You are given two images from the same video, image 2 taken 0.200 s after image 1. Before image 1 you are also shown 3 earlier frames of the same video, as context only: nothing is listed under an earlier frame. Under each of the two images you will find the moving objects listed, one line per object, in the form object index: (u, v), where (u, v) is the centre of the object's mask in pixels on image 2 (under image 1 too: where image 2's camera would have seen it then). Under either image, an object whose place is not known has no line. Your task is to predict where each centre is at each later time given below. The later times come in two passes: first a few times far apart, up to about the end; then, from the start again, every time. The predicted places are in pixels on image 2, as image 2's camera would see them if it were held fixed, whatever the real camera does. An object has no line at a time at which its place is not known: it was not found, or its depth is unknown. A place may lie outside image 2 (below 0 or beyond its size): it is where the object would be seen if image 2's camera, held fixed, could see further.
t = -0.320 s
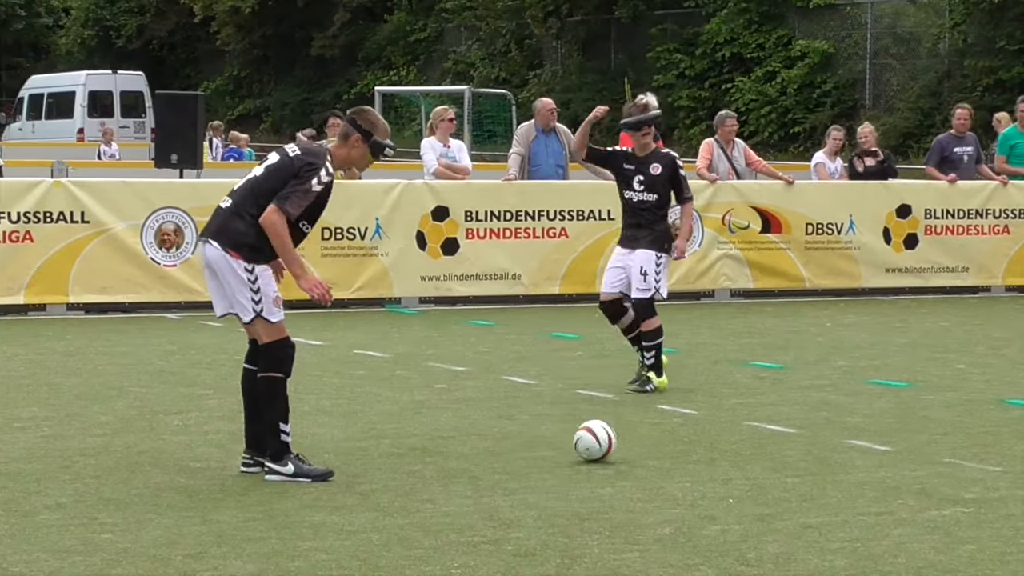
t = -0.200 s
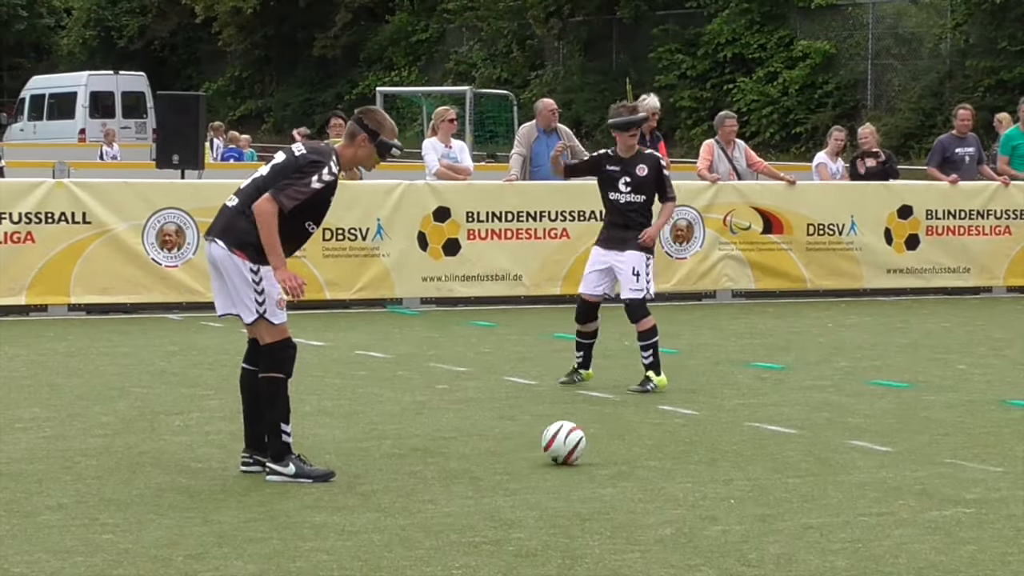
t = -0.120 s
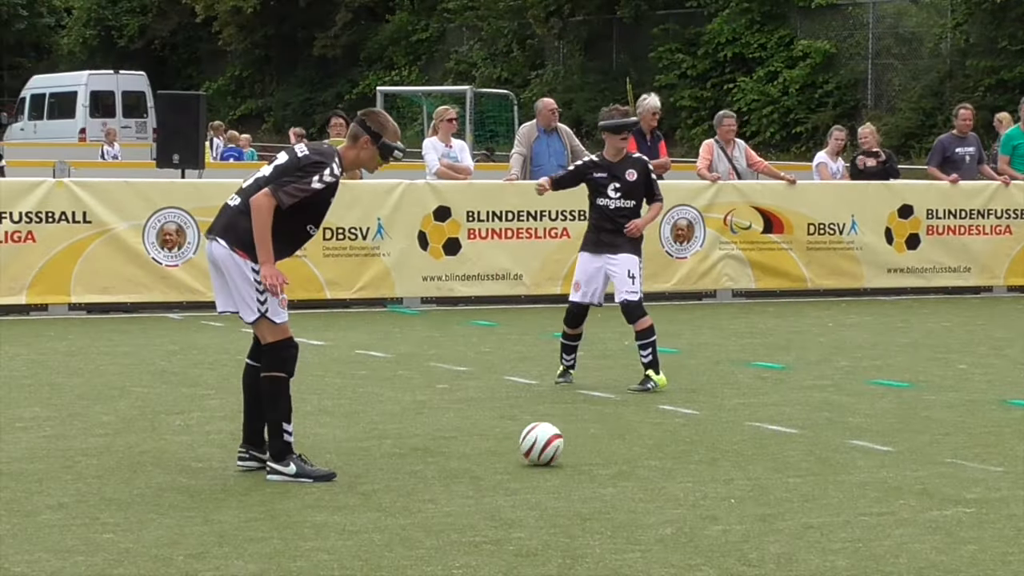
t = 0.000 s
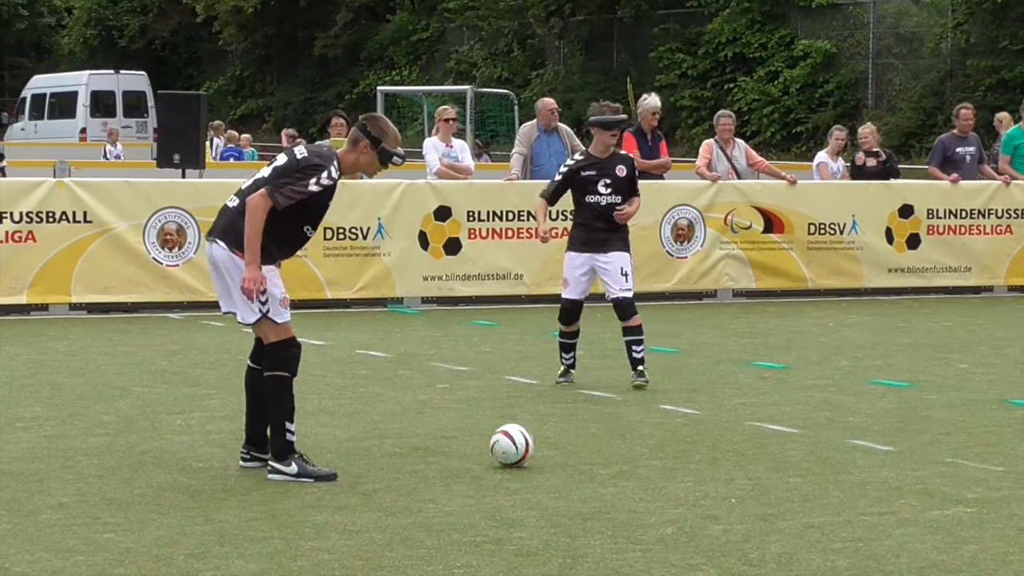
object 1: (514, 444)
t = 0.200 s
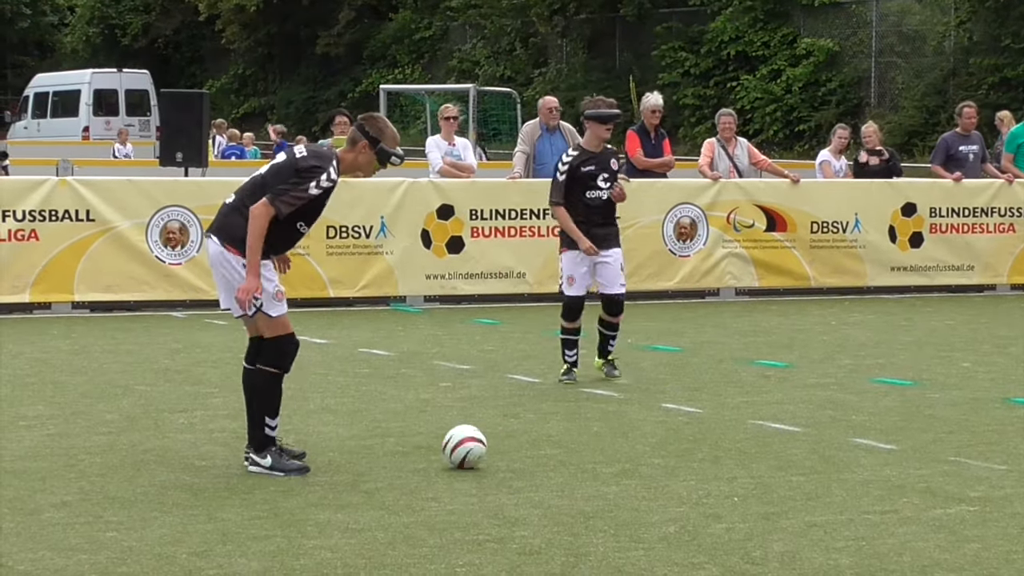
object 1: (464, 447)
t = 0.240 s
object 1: (455, 447)
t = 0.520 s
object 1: (392, 451)
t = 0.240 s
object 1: (455, 447)
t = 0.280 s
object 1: (446, 448)
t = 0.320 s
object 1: (437, 448)
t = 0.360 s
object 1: (427, 448)
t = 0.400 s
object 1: (418, 449)
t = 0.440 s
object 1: (409, 449)
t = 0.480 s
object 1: (401, 451)
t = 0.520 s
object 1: (392, 451)
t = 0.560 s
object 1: (383, 451)
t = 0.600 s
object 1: (375, 452)
